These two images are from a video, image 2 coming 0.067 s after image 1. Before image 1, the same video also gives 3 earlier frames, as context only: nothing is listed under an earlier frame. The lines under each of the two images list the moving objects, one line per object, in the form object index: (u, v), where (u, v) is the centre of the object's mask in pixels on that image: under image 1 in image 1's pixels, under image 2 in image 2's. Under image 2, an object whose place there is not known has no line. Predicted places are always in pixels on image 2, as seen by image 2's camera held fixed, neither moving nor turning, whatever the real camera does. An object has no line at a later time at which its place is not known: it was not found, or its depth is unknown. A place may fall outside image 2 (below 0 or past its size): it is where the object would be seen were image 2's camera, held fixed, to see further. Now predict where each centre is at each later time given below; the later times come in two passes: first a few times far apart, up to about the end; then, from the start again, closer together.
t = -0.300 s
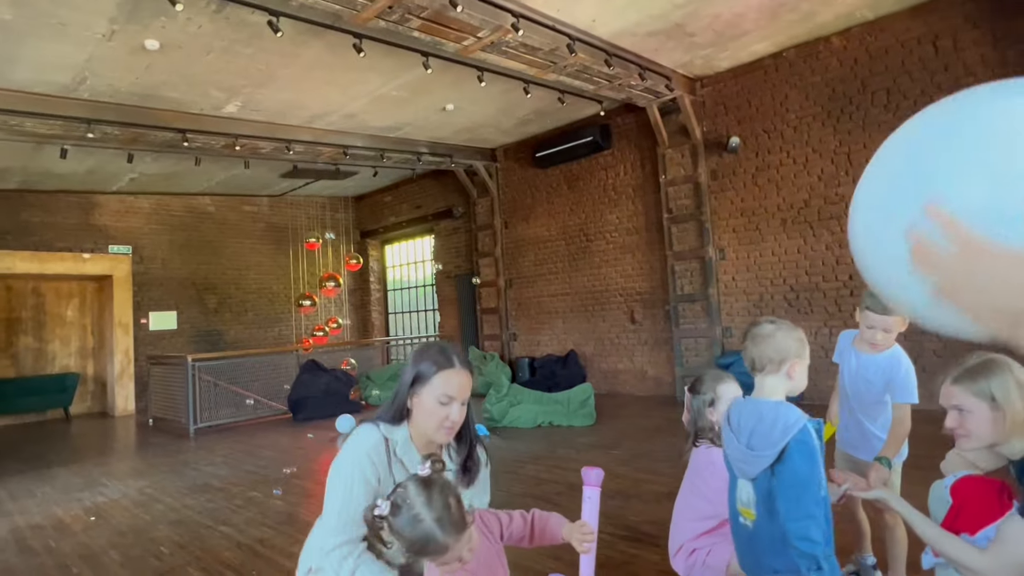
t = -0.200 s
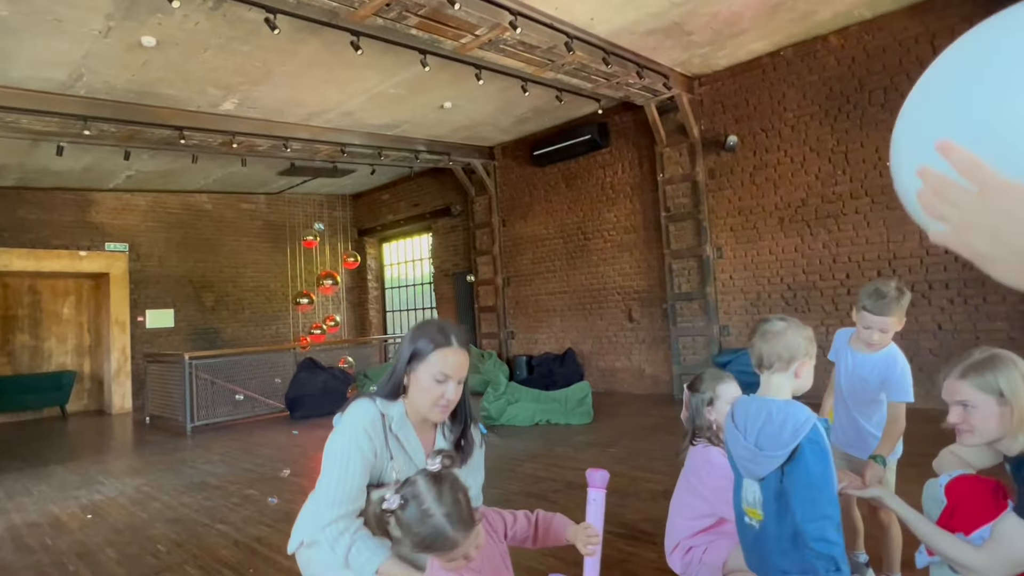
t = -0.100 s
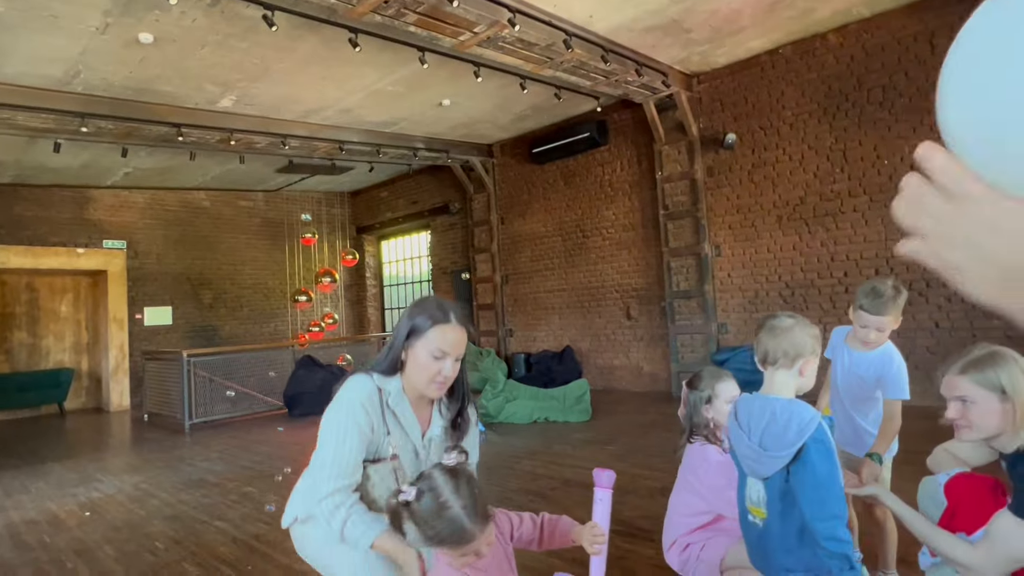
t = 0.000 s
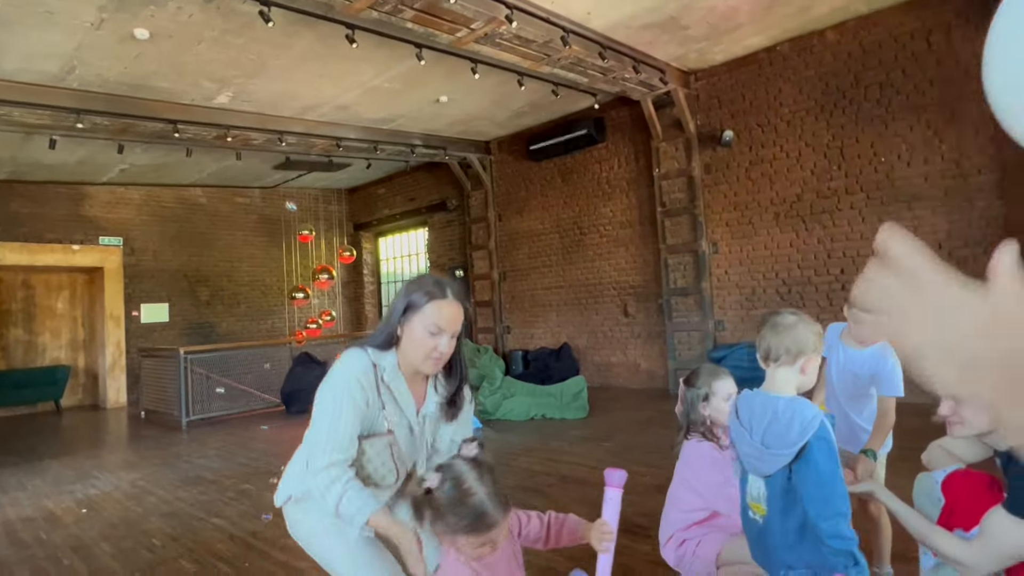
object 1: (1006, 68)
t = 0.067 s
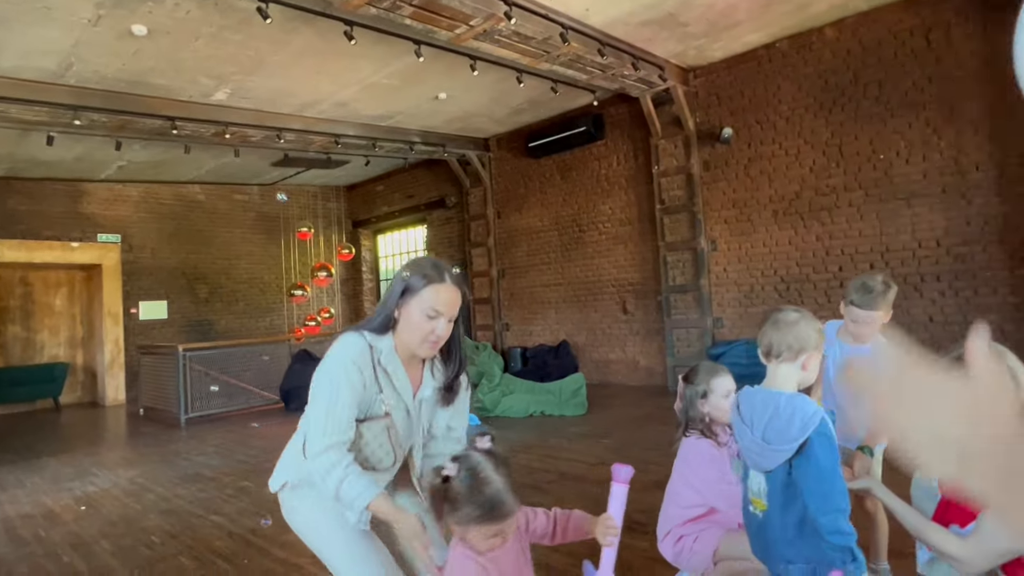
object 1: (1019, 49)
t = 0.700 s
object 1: (495, 174)
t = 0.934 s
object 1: (457, 187)
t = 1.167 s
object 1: (440, 210)
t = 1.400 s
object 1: (434, 250)
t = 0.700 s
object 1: (495, 174)
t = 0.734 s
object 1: (487, 175)
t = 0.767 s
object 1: (480, 177)
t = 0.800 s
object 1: (474, 177)
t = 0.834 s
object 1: (469, 179)
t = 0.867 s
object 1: (464, 179)
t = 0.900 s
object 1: (460, 184)
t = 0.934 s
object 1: (457, 187)
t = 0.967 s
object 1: (453, 189)
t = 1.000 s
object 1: (450, 192)
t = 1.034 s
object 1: (448, 195)
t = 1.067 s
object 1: (445, 199)
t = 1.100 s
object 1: (443, 202)
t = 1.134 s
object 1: (442, 205)
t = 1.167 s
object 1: (440, 210)
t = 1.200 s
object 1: (438, 215)
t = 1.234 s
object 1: (438, 219)
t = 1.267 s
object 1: (438, 224)
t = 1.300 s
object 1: (436, 230)
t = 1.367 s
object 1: (434, 243)
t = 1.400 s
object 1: (434, 250)
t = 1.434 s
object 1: (434, 257)
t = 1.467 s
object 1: (434, 265)
